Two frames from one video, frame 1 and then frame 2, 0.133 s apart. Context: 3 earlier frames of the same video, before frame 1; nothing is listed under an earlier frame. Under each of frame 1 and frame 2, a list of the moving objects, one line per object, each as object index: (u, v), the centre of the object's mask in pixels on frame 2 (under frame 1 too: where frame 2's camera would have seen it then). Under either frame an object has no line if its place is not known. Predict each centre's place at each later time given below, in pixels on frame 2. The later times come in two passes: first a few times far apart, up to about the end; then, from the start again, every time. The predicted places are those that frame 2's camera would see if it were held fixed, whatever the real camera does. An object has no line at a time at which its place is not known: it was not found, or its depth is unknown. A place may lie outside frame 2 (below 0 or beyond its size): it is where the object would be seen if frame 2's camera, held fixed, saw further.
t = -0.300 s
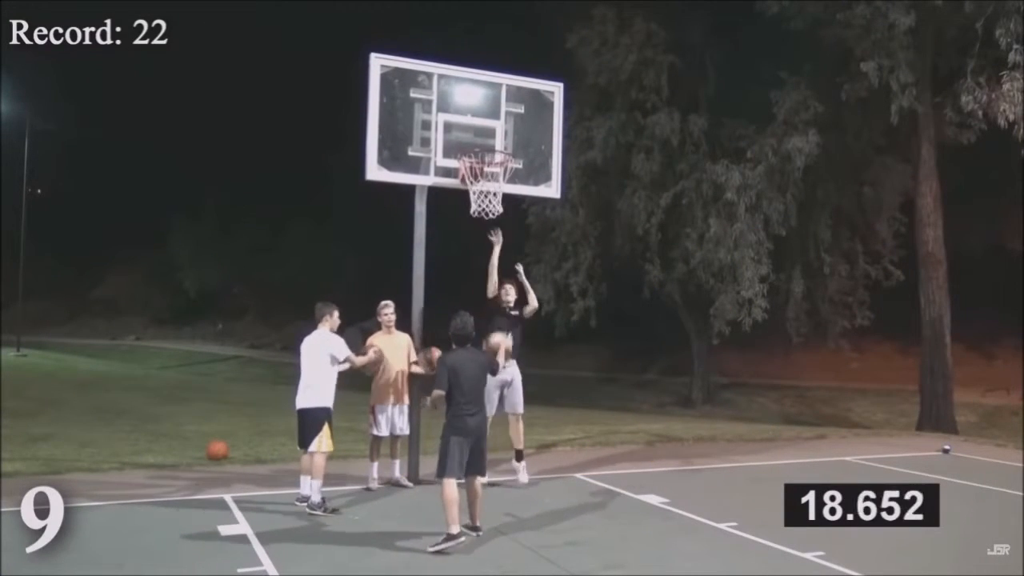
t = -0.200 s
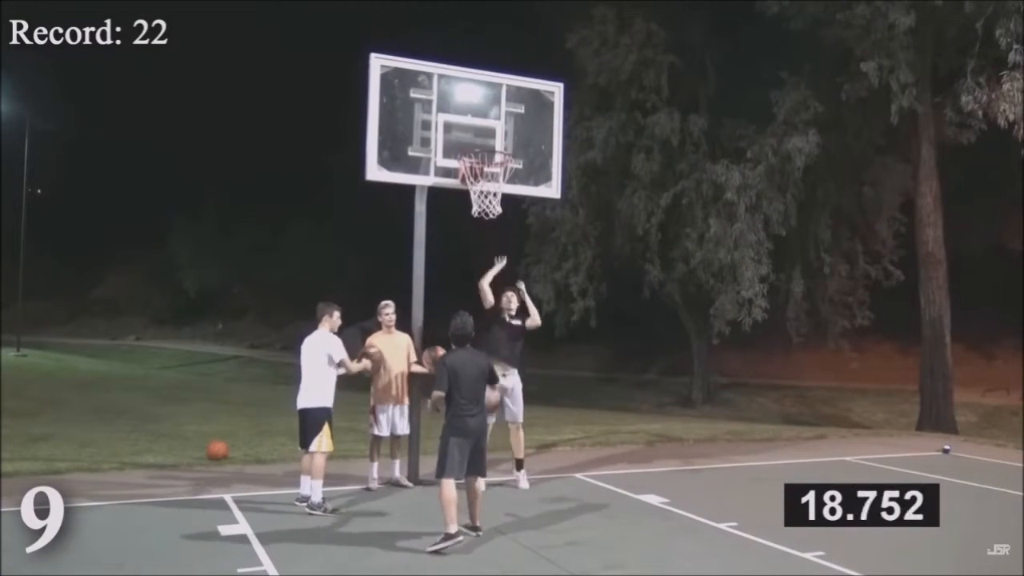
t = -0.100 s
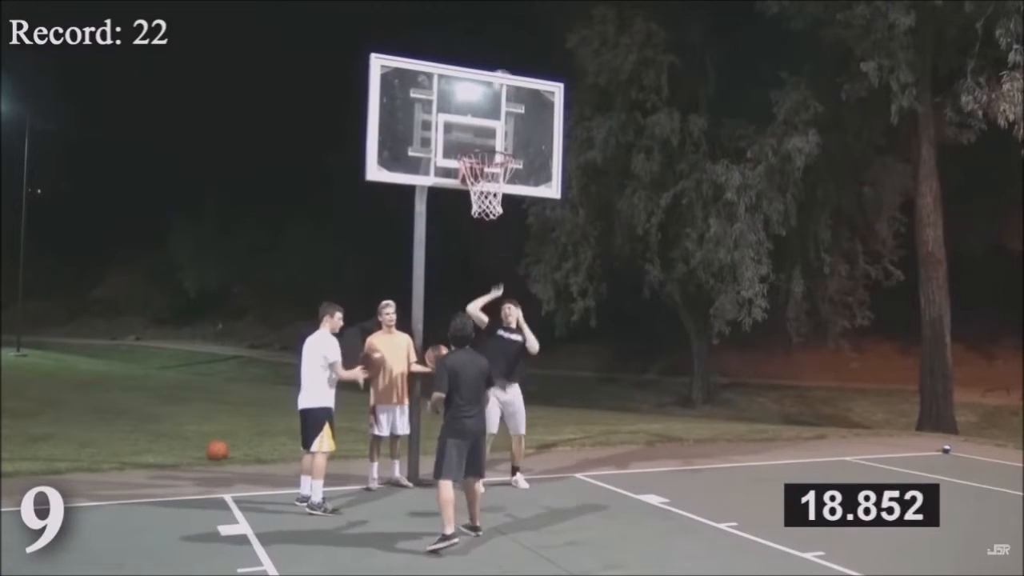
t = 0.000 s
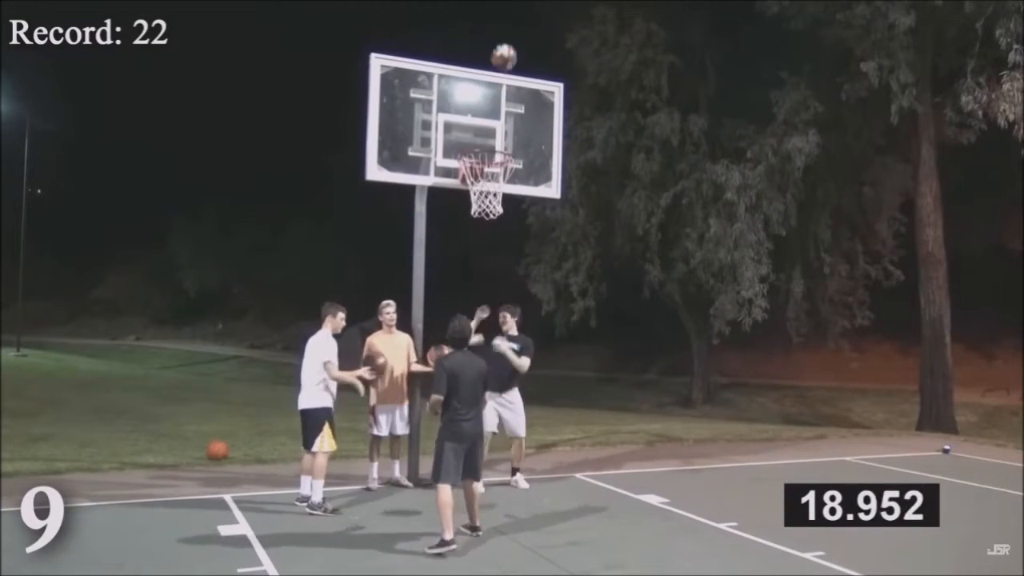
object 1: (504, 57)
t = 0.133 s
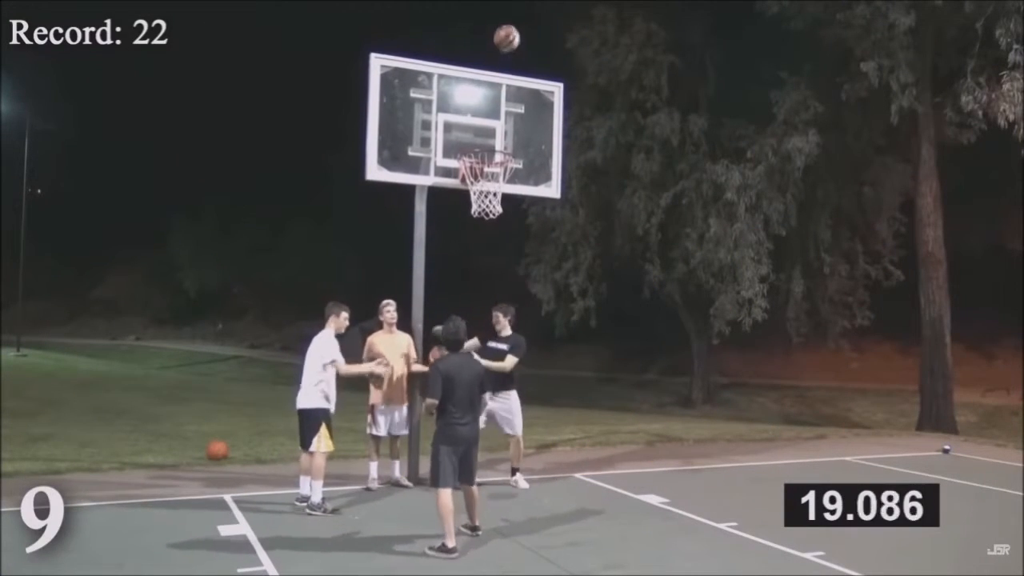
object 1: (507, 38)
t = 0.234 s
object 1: (509, 35)
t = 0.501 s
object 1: (512, 80)
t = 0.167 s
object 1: (507, 36)
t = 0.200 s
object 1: (508, 35)
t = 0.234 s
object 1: (509, 35)
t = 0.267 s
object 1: (509, 36)
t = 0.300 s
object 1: (510, 39)
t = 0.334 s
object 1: (510, 43)
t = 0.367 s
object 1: (510, 48)
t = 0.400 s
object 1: (511, 54)
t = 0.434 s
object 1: (512, 61)
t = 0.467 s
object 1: (512, 70)
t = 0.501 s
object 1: (512, 80)
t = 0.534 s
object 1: (513, 94)
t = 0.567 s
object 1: (513, 105)
